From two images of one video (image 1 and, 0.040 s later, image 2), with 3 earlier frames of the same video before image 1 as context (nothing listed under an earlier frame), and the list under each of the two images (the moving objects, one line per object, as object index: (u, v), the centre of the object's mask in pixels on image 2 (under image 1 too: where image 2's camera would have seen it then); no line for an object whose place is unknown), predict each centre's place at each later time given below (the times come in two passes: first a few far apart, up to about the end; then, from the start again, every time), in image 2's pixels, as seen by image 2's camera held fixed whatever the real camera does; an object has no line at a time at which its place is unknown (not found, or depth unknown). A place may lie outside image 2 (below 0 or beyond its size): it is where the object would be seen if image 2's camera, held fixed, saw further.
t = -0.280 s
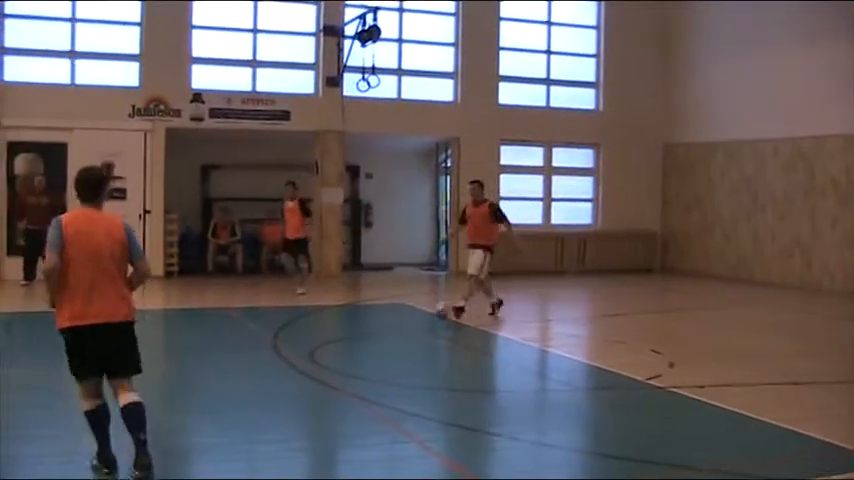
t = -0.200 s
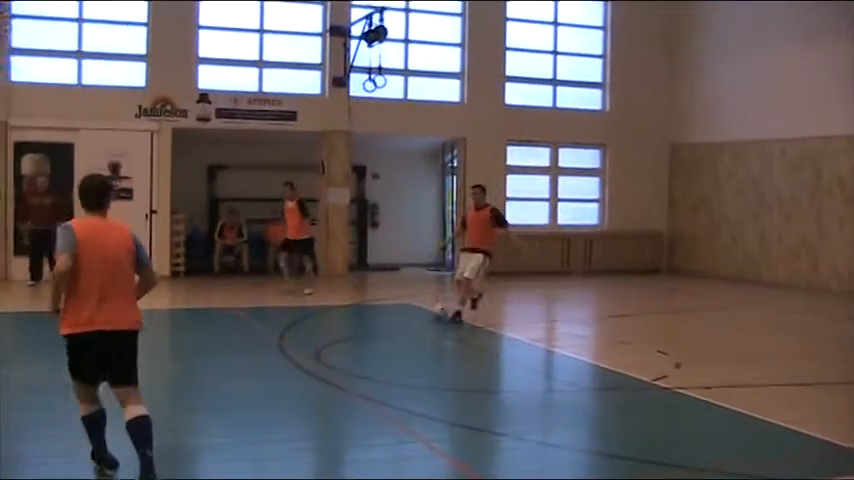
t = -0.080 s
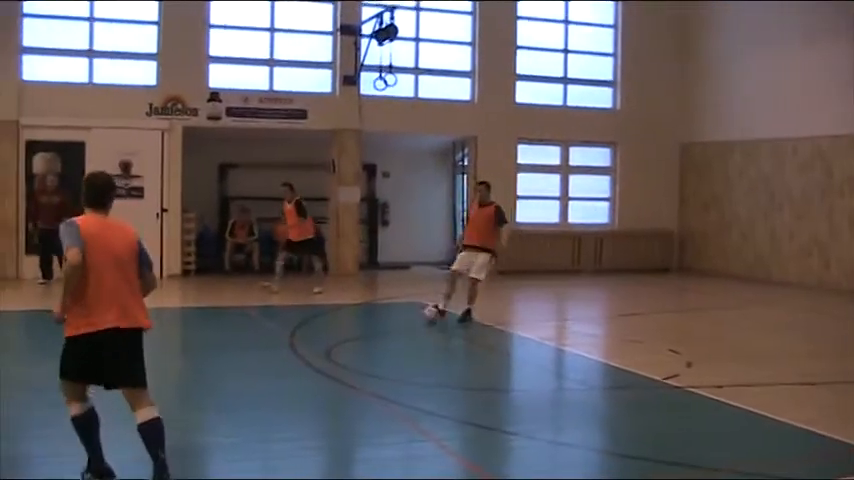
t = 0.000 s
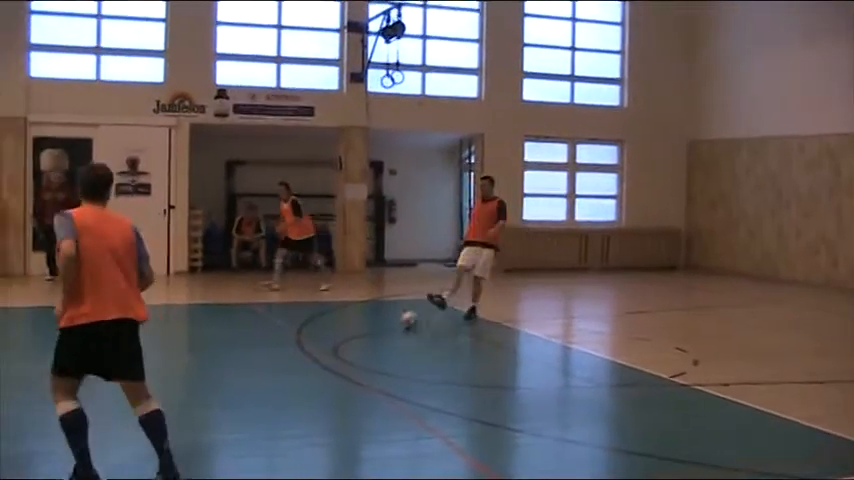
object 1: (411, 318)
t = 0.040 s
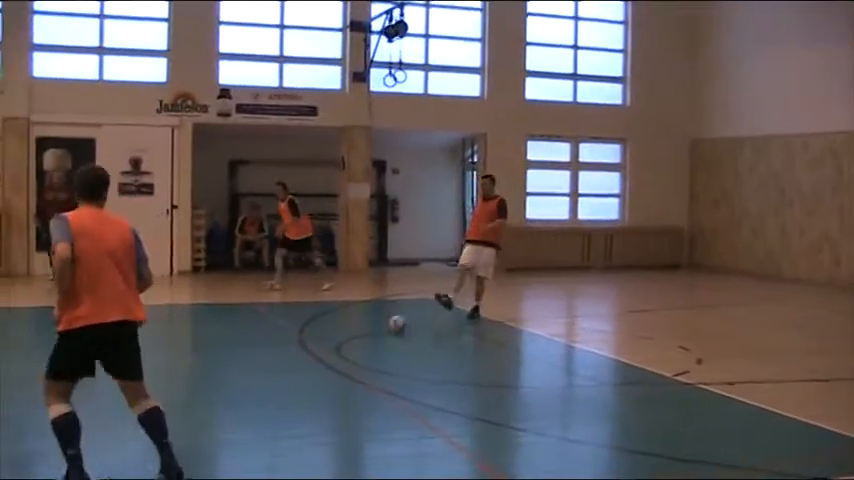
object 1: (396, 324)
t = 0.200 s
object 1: (332, 343)
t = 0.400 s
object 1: (232, 374)
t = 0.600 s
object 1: (99, 419)
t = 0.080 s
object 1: (381, 328)
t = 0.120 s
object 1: (366, 332)
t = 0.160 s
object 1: (349, 338)
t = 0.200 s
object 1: (332, 343)
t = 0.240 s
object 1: (312, 348)
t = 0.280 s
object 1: (293, 355)
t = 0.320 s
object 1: (274, 362)
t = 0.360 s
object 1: (252, 369)
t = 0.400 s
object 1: (232, 374)
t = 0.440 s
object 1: (207, 383)
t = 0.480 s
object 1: (182, 392)
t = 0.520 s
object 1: (157, 400)
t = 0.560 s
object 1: (128, 410)
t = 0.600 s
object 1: (99, 419)
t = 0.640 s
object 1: (68, 428)
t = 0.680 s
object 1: (34, 439)
